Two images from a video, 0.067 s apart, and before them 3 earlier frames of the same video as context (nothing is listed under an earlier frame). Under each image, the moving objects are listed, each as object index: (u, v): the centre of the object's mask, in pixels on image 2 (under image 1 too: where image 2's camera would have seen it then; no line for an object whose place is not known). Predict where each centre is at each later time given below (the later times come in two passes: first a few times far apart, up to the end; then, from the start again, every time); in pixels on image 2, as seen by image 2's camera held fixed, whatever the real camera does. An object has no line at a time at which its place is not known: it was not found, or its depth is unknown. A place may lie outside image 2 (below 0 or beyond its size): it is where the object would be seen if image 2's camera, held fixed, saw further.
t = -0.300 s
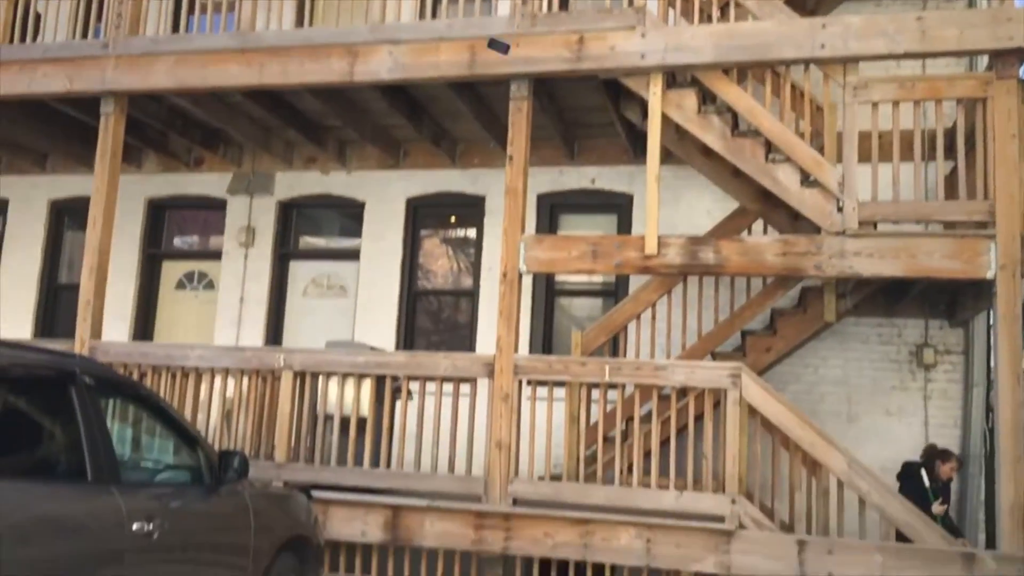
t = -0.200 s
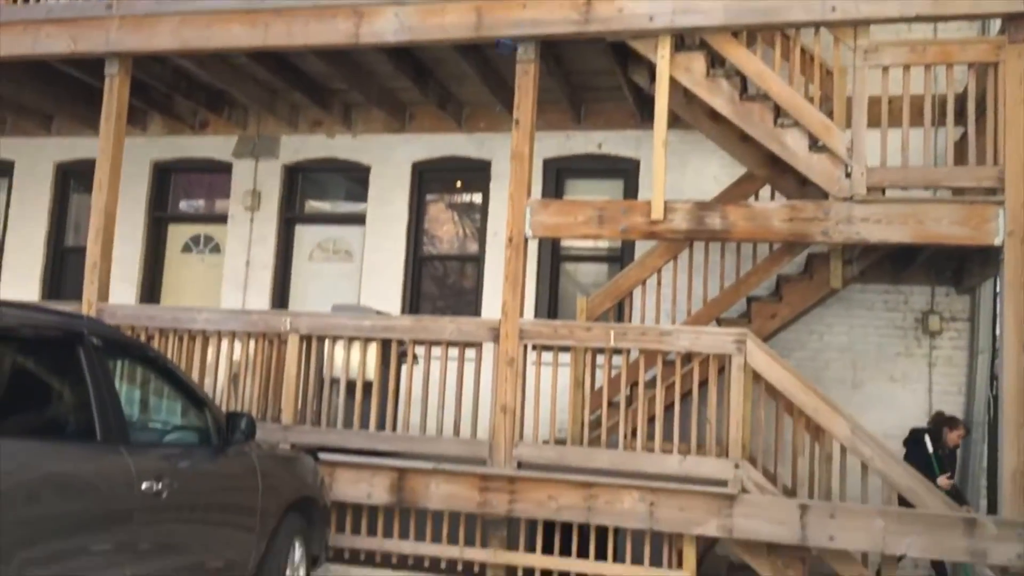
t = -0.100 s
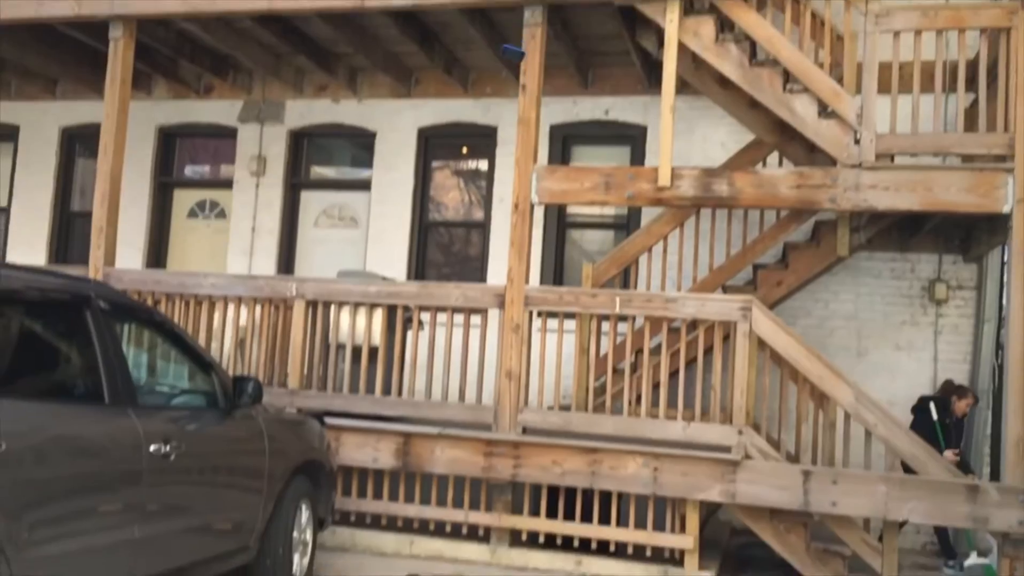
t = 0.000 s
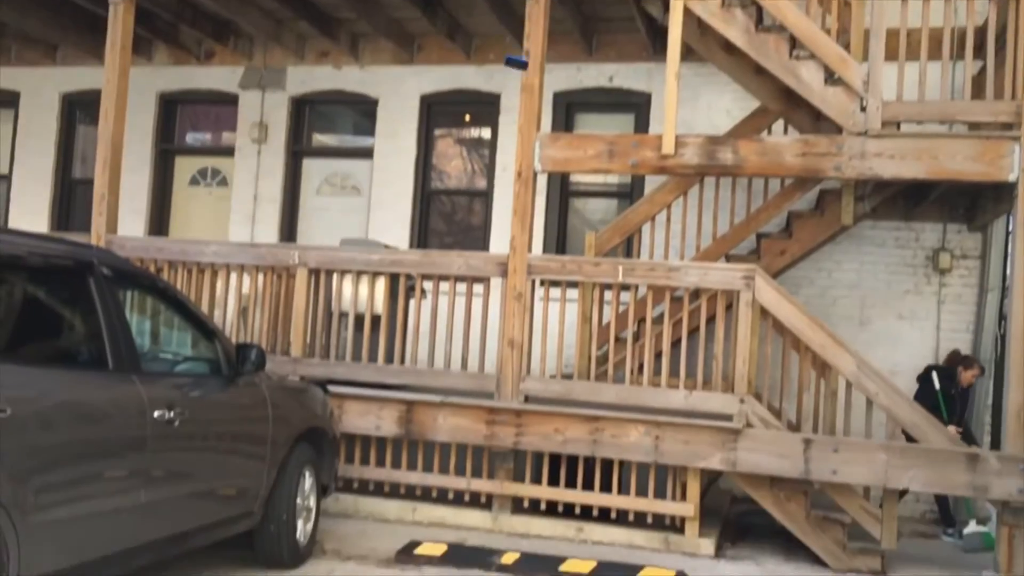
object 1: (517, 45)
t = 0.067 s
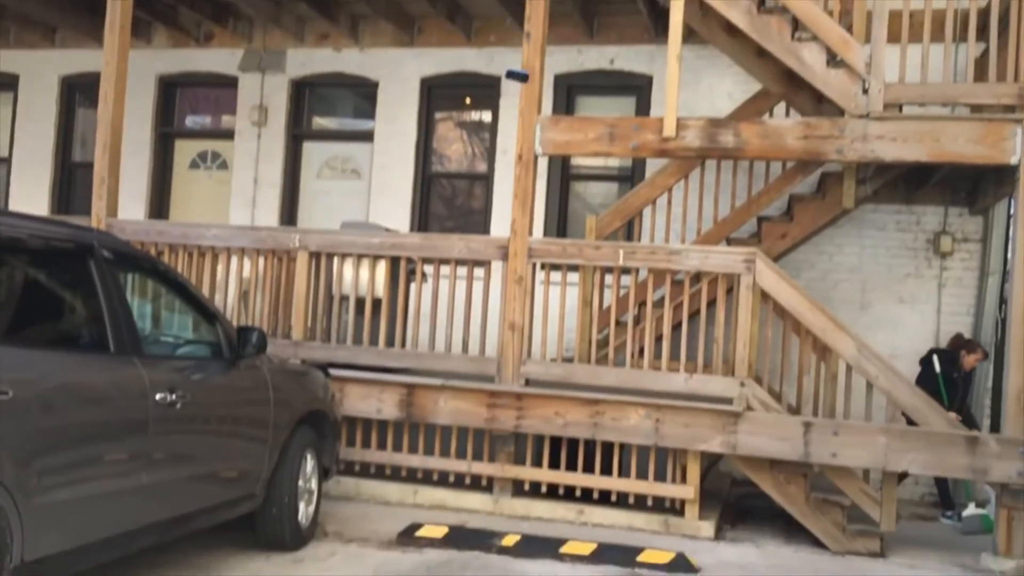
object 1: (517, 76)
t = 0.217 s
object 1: (516, 147)
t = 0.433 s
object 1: (516, 253)
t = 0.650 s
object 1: (514, 364)
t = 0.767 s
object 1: (513, 427)
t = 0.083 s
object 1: (517, 84)
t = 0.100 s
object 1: (517, 91)
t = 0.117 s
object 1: (517, 99)
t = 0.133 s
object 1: (517, 107)
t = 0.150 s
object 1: (517, 115)
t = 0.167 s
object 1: (517, 123)
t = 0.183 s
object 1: (517, 131)
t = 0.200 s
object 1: (517, 139)
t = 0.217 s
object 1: (516, 147)
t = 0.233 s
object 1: (516, 155)
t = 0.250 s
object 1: (516, 163)
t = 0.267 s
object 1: (517, 171)
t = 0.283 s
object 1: (517, 179)
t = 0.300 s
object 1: (517, 187)
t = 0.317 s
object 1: (516, 195)
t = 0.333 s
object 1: (517, 203)
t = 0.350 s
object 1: (516, 212)
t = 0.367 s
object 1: (516, 220)
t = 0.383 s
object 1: (516, 229)
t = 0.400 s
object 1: (516, 237)
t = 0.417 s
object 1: (516, 245)
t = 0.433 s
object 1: (516, 253)
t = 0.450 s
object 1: (515, 262)
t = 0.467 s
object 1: (515, 270)
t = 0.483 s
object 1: (514, 278)
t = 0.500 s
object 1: (514, 287)
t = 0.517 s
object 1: (514, 296)
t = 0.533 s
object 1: (515, 304)
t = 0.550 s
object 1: (515, 313)
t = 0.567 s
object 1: (514, 322)
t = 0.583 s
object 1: (514, 330)
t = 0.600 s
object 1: (514, 339)
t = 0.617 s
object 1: (514, 347)
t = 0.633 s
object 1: (513, 357)
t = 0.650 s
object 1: (514, 364)
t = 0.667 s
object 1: (514, 374)
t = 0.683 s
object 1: (515, 383)
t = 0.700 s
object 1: (513, 392)
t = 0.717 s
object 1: (513, 401)
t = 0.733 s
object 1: (513, 409)
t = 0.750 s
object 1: (513, 418)
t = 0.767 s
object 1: (513, 427)
